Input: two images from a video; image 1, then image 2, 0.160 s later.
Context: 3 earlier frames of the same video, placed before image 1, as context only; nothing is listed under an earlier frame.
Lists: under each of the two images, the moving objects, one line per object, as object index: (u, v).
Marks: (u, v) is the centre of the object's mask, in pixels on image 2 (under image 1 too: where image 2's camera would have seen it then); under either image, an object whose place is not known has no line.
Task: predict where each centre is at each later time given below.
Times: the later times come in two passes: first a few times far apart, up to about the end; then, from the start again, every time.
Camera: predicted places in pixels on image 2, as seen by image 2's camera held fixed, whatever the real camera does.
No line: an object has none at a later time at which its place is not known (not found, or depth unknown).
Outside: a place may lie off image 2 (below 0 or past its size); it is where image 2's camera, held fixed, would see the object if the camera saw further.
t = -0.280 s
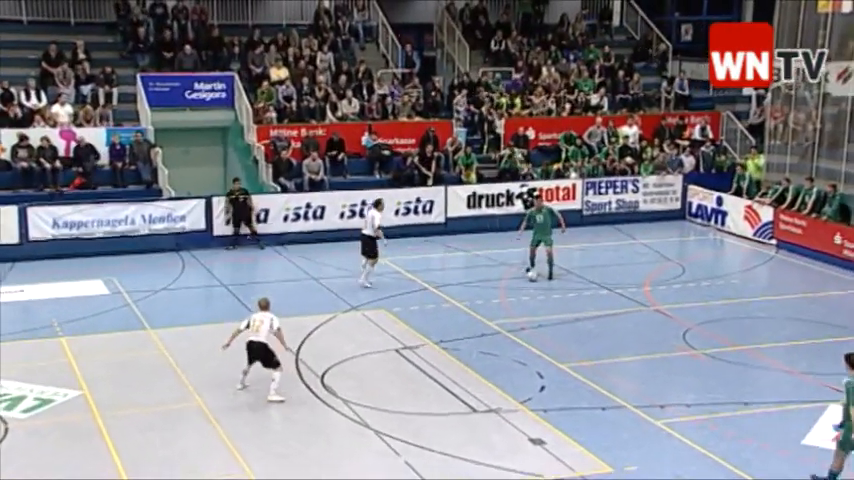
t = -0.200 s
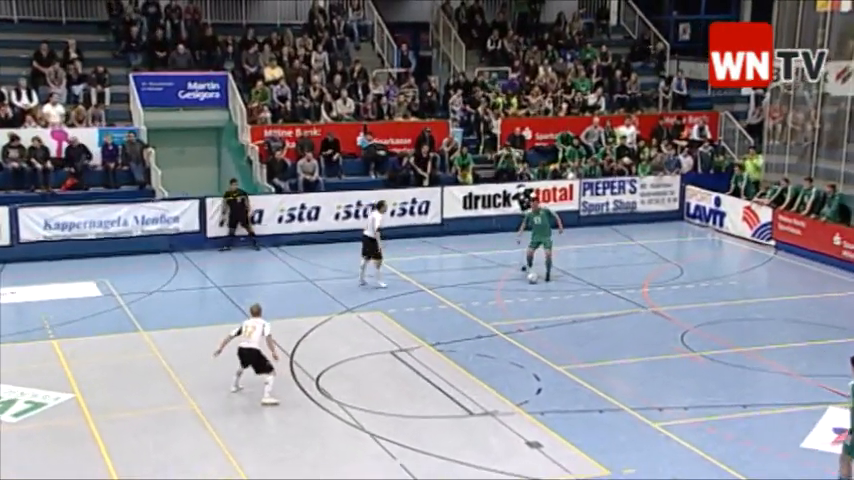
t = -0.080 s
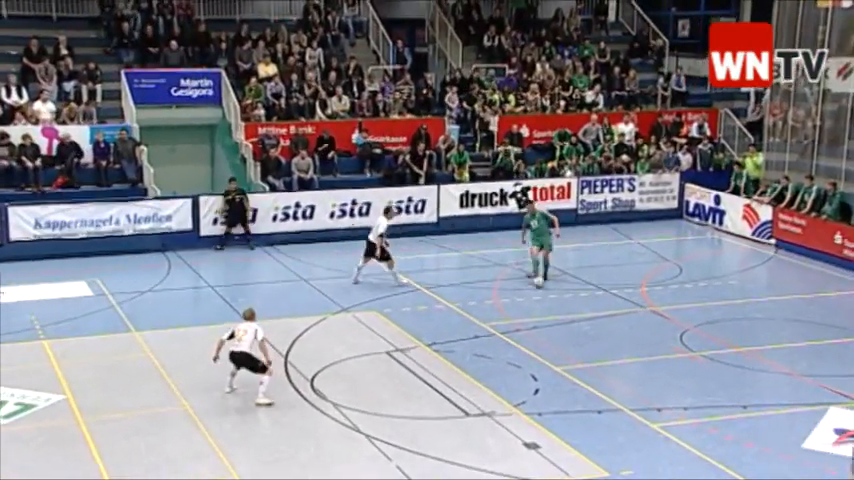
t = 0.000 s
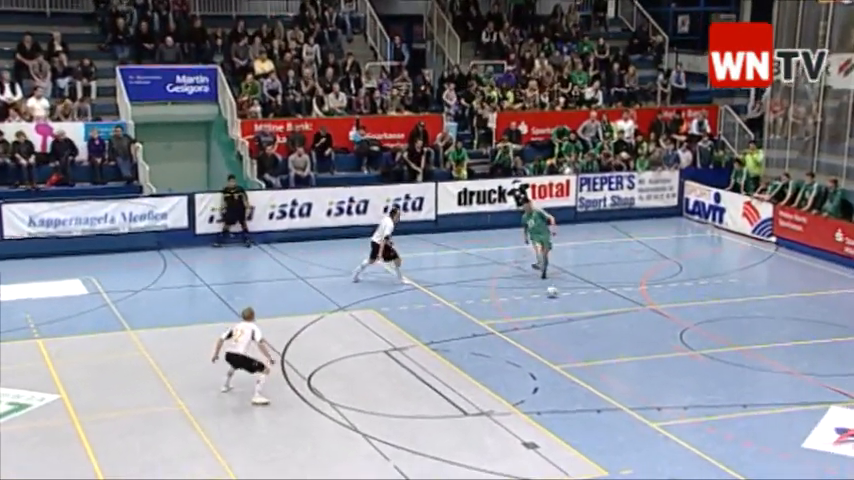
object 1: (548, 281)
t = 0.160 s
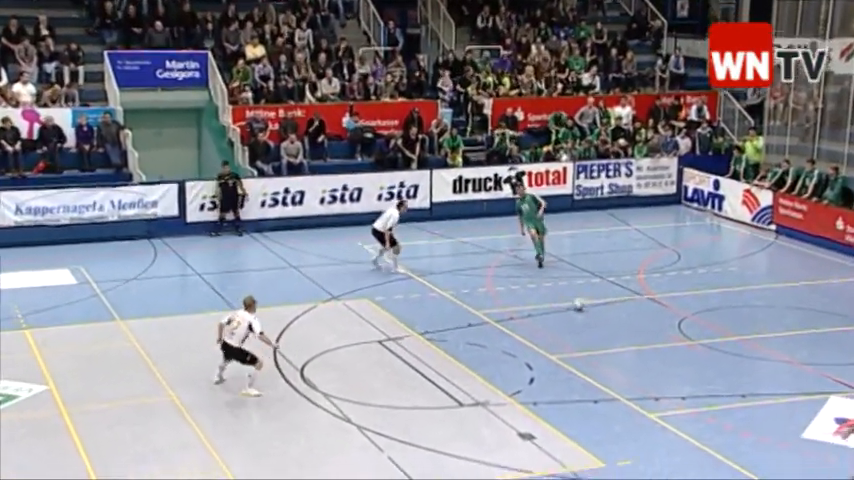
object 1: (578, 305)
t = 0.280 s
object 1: (602, 322)
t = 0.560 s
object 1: (658, 364)
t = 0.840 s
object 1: (721, 409)
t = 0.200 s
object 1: (586, 311)
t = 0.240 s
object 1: (594, 316)
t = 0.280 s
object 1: (602, 322)
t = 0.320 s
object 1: (609, 329)
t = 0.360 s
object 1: (617, 333)
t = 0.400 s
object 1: (625, 338)
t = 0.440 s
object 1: (633, 346)
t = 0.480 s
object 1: (641, 352)
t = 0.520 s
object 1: (650, 358)
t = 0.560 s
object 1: (658, 364)
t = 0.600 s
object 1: (667, 371)
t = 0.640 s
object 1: (675, 377)
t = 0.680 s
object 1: (686, 383)
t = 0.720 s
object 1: (692, 390)
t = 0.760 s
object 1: (702, 395)
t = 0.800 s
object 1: (711, 402)
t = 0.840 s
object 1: (721, 409)
